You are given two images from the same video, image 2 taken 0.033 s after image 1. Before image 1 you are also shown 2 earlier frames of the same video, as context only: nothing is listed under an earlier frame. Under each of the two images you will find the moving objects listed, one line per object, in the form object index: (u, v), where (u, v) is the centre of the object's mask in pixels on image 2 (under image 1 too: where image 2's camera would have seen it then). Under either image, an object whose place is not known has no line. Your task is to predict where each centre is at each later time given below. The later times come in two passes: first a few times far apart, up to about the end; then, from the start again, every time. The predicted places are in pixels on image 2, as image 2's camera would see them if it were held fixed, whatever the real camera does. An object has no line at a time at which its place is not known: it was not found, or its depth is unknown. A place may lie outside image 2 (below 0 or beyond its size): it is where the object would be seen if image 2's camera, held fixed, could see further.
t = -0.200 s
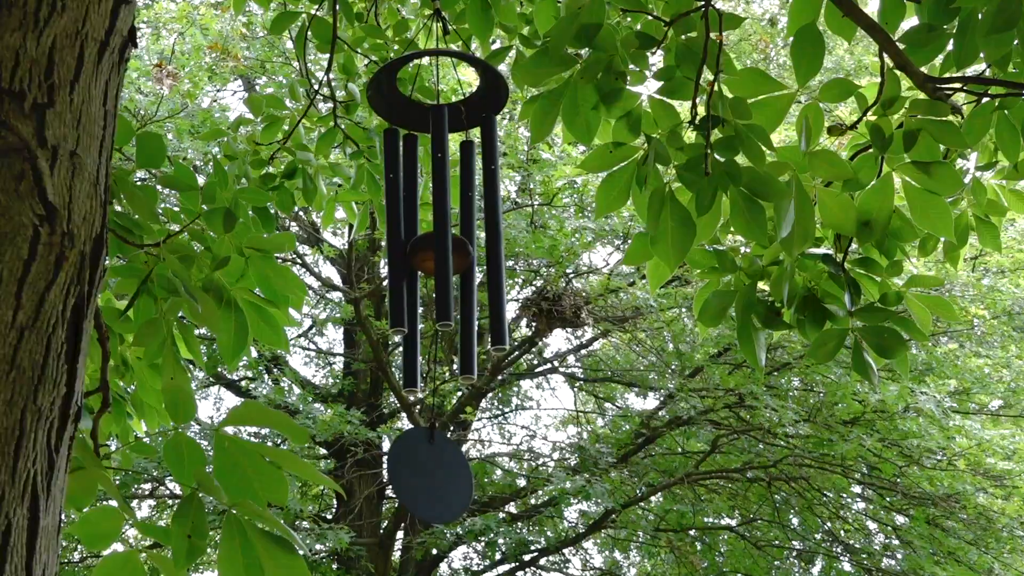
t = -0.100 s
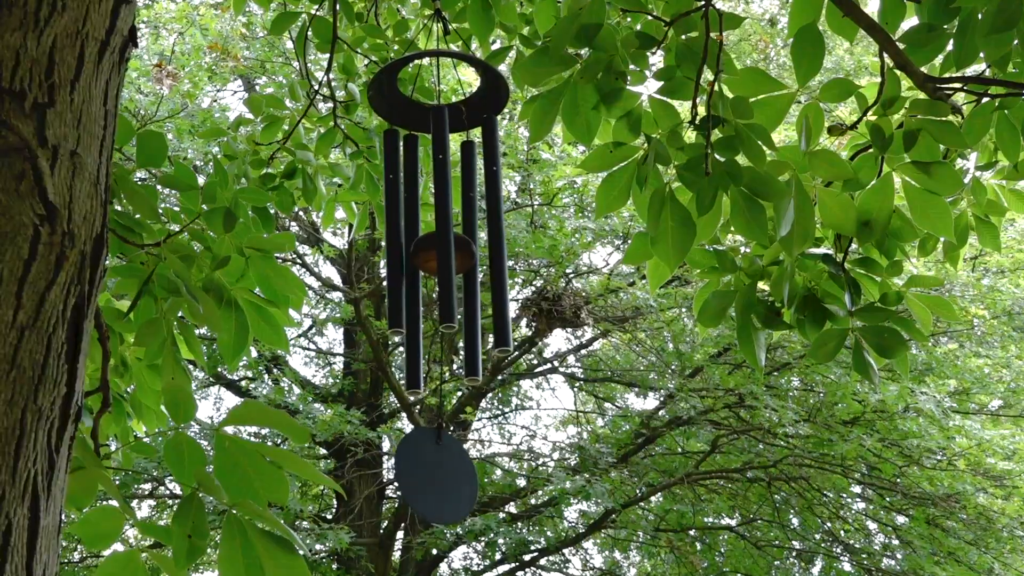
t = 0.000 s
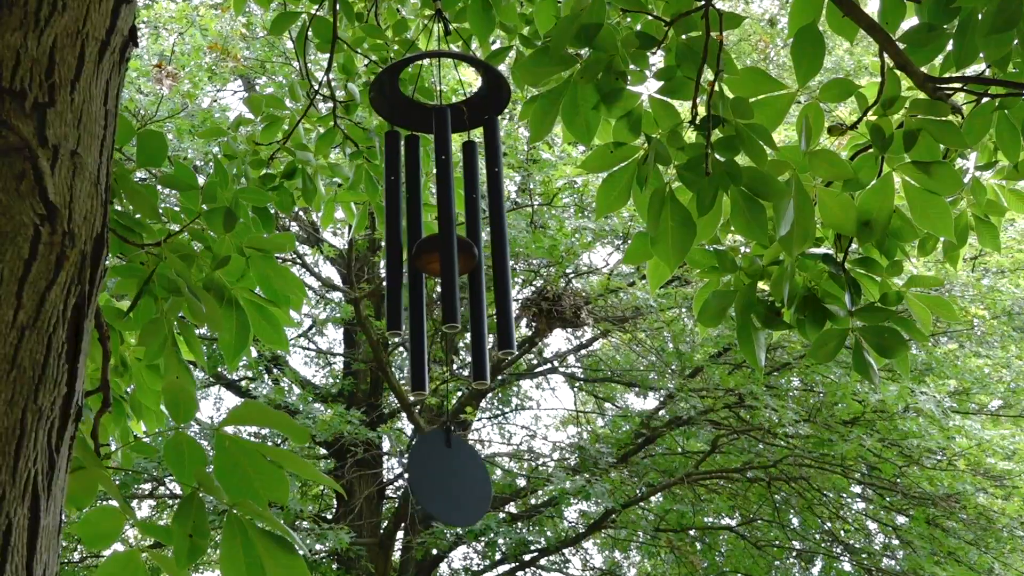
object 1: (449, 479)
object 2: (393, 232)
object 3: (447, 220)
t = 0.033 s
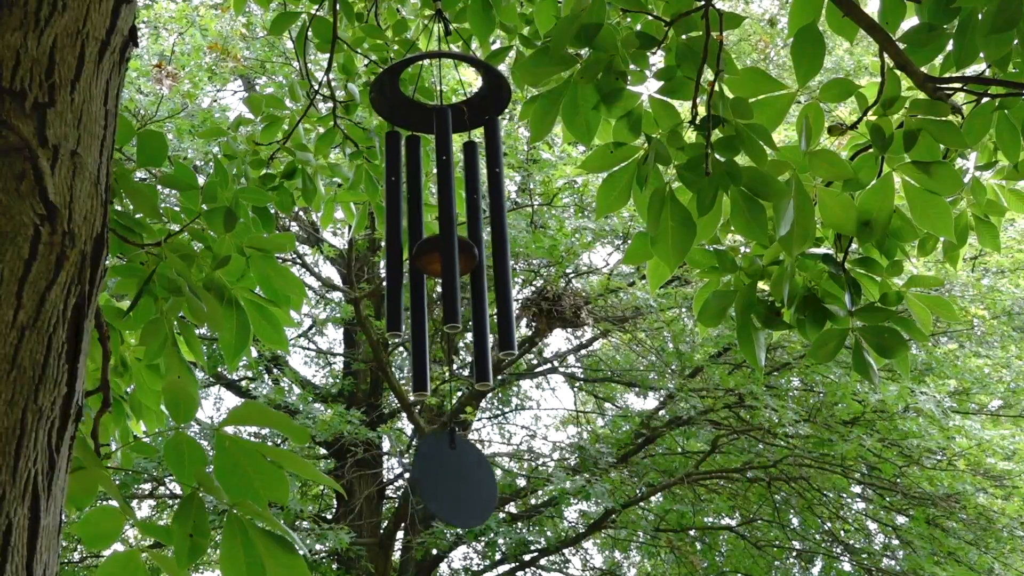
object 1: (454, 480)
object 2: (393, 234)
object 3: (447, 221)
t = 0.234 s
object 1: (483, 490)
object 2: (399, 238)
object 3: (452, 223)
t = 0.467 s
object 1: (492, 496)
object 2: (406, 239)
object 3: (454, 226)
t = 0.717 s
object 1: (471, 493)
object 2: (404, 235)
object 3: (451, 224)
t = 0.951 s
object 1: (439, 481)
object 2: (392, 230)
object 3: (447, 218)
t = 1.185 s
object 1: (438, 477)
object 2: (390, 230)
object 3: (444, 218)
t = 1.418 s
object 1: (457, 481)
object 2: (399, 234)
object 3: (446, 220)
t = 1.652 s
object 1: (487, 490)
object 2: (406, 236)
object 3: (453, 226)
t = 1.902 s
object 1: (497, 493)
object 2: (401, 234)
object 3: (455, 222)
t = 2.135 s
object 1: (468, 487)
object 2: (395, 231)
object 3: (448, 217)
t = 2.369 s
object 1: (441, 478)
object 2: (394, 227)
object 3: (441, 215)
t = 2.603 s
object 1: (439, 473)
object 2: (390, 227)
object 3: (444, 216)
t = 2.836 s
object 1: (467, 483)
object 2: (395, 232)
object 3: (451, 220)
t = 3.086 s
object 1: (484, 493)
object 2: (405, 236)
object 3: (453, 223)
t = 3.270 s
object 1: (483, 494)
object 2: (406, 237)
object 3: (451, 224)
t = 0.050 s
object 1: (457, 481)
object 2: (393, 234)
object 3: (448, 221)
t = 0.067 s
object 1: (460, 482)
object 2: (394, 234)
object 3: (448, 221)
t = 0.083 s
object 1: (462, 482)
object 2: (394, 234)
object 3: (448, 221)
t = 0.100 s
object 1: (464, 483)
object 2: (394, 235)
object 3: (449, 221)
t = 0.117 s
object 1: (468, 485)
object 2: (395, 235)
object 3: (450, 222)
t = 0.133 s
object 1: (470, 485)
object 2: (395, 235)
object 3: (450, 221)
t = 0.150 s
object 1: (472, 485)
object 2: (396, 236)
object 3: (450, 222)
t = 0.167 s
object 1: (475, 486)
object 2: (396, 236)
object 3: (451, 222)
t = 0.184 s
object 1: (476, 487)
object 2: (397, 237)
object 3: (451, 223)
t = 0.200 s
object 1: (478, 487)
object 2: (397, 237)
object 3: (452, 223)
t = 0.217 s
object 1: (479, 487)
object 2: (398, 237)
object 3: (452, 223)
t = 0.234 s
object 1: (483, 490)
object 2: (399, 238)
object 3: (452, 223)
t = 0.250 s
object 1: (485, 491)
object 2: (399, 238)
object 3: (453, 224)
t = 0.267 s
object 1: (486, 491)
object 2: (400, 239)
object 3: (453, 224)
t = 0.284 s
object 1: (487, 492)
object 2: (401, 238)
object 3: (453, 224)
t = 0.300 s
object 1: (488, 492)
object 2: (401, 239)
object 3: (453, 224)
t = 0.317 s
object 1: (489, 493)
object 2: (402, 239)
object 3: (454, 225)
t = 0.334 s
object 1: (490, 493)
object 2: (403, 240)
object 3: (454, 225)
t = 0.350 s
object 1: (491, 493)
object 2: (403, 239)
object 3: (454, 225)
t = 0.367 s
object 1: (492, 494)
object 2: (404, 239)
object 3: (454, 225)
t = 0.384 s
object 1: (492, 494)
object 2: (405, 239)
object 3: (454, 225)
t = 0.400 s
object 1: (492, 495)
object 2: (405, 239)
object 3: (454, 226)
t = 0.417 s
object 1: (493, 495)
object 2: (405, 239)
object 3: (454, 226)
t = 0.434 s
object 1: (493, 495)
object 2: (406, 239)
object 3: (454, 226)
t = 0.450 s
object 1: (492, 495)
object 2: (406, 239)
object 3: (454, 226)
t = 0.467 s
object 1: (492, 496)
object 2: (406, 239)
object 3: (454, 226)
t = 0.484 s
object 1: (492, 496)
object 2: (407, 239)
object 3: (454, 226)
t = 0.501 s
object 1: (492, 496)
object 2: (407, 239)
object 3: (454, 226)
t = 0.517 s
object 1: (491, 495)
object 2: (407, 239)
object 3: (454, 227)
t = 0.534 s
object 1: (491, 495)
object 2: (407, 239)
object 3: (454, 227)
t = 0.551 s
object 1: (490, 495)
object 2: (407, 239)
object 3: (453, 227)
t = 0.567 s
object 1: (488, 495)
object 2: (407, 238)
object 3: (453, 227)
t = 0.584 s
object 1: (487, 495)
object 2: (407, 238)
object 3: (453, 227)
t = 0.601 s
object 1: (486, 495)
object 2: (407, 238)
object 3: (453, 227)
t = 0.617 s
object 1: (485, 495)
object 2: (407, 237)
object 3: (453, 227)
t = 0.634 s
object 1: (482, 494)
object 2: (406, 237)
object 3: (453, 227)
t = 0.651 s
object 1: (481, 494)
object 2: (406, 237)
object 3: (452, 227)
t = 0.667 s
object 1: (478, 494)
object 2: (405, 236)
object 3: (452, 226)
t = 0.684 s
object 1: (477, 493)
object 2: (405, 236)
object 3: (452, 226)
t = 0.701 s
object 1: (474, 493)
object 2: (404, 236)
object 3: (452, 225)
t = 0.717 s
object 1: (471, 493)
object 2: (404, 235)
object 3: (451, 224)
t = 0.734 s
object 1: (469, 492)
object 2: (403, 235)
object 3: (451, 224)
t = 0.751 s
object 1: (467, 491)
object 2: (402, 231)
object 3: (451, 224)
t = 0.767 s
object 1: (464, 490)
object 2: (401, 233)
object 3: (450, 224)
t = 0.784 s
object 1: (460, 489)
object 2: (400, 232)
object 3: (450, 223)
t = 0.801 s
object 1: (459, 489)
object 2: (400, 231)
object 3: (450, 223)
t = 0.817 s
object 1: (457, 488)
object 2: (399, 231)
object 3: (449, 222)
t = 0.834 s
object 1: (453, 487)
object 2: (398, 231)
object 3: (449, 222)
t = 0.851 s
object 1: (451, 486)
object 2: (397, 231)
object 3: (449, 221)
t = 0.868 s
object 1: (448, 486)
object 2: (396, 230)
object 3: (448, 221)
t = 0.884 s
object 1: (446, 485)
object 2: (395, 230)
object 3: (448, 220)
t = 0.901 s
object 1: (444, 484)
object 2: (394, 232)
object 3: (448, 219)
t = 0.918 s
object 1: (443, 483)
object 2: (393, 232)
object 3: (447, 219)
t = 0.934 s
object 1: (441, 482)
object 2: (393, 231)
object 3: (447, 219)
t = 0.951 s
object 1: (439, 481)
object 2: (392, 230)
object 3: (447, 218)
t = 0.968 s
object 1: (438, 481)
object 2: (391, 230)
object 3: (446, 218)
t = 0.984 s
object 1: (437, 480)
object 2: (391, 231)
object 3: (446, 218)
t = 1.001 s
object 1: (436, 479)
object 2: (390, 231)
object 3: (446, 217)
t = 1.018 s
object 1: (436, 479)
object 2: (390, 231)
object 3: (445, 218)
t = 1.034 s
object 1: (435, 478)
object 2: (389, 230)
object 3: (445, 217)
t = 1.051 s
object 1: (435, 478)
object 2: (389, 230)
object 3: (445, 217)
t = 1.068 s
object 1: (435, 478)
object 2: (389, 230)
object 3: (445, 218)
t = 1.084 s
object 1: (435, 478)
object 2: (389, 230)
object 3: (444, 218)
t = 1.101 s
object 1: (435, 477)
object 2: (389, 230)
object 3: (444, 218)
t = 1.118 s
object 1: (435, 477)
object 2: (389, 230)
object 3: (444, 218)
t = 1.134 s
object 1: (436, 477)
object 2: (389, 230)
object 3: (444, 218)
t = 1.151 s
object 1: (436, 477)
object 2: (389, 230)
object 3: (444, 218)
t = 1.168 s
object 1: (437, 477)
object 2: (389, 230)
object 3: (444, 218)
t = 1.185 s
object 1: (438, 477)
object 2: (390, 230)
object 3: (444, 218)
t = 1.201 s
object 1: (438, 477)
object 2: (390, 230)
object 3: (444, 218)
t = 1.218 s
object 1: (439, 477)
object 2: (391, 230)
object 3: (444, 218)
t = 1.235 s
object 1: (440, 477)
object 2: (391, 231)
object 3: (444, 218)
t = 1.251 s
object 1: (442, 478)
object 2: (392, 231)
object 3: (444, 219)
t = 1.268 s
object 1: (443, 478)
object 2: (393, 231)
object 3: (444, 218)
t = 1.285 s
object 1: (444, 478)
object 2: (393, 231)
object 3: (444, 218)
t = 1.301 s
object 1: (445, 478)
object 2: (394, 232)
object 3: (444, 218)
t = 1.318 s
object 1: (447, 479)
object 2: (395, 233)
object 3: (444, 219)
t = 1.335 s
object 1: (448, 479)
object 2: (396, 233)
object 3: (444, 220)
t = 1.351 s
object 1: (450, 480)
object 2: (396, 232)
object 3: (445, 220)
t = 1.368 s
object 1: (452, 480)
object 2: (397, 233)
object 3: (445, 220)
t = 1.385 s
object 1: (453, 480)
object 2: (398, 233)
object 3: (445, 220)
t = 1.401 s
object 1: (455, 480)
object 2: (399, 234)
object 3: (446, 220)
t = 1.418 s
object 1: (457, 481)
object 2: (399, 234)
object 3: (446, 220)
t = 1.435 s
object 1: (459, 481)
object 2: (400, 234)
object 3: (447, 221)
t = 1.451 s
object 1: (461, 482)
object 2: (401, 235)
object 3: (447, 221)
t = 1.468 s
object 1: (463, 483)
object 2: (402, 236)
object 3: (448, 222)
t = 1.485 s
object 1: (465, 483)
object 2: (402, 232)
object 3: (448, 222)
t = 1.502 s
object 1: (467, 483)
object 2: (402, 232)
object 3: (449, 223)
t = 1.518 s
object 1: (469, 484)
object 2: (404, 235)
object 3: (449, 224)
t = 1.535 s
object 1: (471, 485)
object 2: (404, 235)
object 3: (450, 224)
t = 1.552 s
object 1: (474, 485)
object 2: (405, 236)
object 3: (450, 225)
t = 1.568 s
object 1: (476, 486)
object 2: (405, 235)
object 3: (451, 225)
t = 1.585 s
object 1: (478, 487)
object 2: (405, 236)
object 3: (451, 226)
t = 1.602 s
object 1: (481, 488)
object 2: (405, 236)
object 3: (452, 226)
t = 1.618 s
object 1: (483, 488)
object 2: (406, 236)
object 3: (452, 226)
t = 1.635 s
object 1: (485, 489)
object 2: (406, 236)
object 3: (453, 226)
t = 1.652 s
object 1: (487, 490)
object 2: (406, 236)
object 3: (453, 226)
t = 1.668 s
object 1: (489, 490)
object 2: (406, 236)
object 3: (454, 226)
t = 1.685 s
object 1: (491, 491)
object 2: (406, 236)
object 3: (454, 226)
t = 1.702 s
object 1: (492, 491)
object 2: (406, 236)
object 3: (455, 225)
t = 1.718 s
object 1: (494, 492)
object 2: (406, 236)
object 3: (455, 226)
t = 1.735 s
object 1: (496, 492)
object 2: (406, 236)
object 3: (455, 225)
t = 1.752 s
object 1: (497, 493)
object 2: (405, 236)
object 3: (456, 225)
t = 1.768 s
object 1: (497, 493)
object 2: (405, 236)
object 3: (456, 225)
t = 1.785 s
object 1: (498, 493)
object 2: (405, 235)
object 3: (456, 225)
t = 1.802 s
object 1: (498, 493)
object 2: (404, 235)
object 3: (456, 225)
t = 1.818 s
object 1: (498, 493)
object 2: (403, 235)
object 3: (456, 224)
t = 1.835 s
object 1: (498, 494)
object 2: (403, 235)
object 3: (456, 224)
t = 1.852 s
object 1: (498, 494)
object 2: (403, 236)
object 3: (456, 223)
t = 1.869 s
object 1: (498, 494)
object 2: (402, 235)
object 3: (456, 223)
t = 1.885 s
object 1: (497, 493)
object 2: (401, 235)
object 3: (456, 223)
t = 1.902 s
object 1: (497, 493)
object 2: (401, 234)
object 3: (455, 222)
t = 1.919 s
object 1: (496, 493)
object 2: (400, 234)
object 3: (455, 222)
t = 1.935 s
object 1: (494, 494)
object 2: (400, 234)
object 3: (455, 222)
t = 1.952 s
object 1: (493, 493)
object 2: (399, 233)
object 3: (455, 222)
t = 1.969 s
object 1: (491, 493)
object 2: (399, 234)
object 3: (454, 222)
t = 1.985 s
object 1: (489, 494)
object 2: (398, 233)
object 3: (454, 222)
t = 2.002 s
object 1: (487, 493)
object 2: (398, 233)
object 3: (453, 221)
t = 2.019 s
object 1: (485, 493)
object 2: (397, 233)
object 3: (453, 220)
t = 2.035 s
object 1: (483, 492)
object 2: (397, 232)
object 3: (452, 219)
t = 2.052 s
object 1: (481, 492)
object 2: (396, 232)
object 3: (452, 220)
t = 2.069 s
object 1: (478, 491)
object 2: (396, 233)
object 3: (451, 219)
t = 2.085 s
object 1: (476, 490)
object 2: (396, 232)
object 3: (450, 219)
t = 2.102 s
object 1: (473, 488)
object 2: (395, 232)
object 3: (450, 218)
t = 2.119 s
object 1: (471, 488)
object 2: (395, 231)
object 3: (449, 217)
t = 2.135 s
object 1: (468, 487)
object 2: (395, 231)
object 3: (448, 217)
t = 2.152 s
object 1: (466, 487)
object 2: (395, 230)
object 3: (448, 217)
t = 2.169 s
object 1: (464, 486)
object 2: (394, 230)
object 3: (447, 216)
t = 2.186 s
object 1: (462, 485)
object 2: (394, 230)
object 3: (446, 215)
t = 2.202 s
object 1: (459, 484)
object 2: (394, 230)
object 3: (446, 215)
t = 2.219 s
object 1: (457, 484)
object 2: (394, 230)
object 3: (445, 215)
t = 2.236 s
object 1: (455, 483)
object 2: (394, 230)
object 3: (444, 215)
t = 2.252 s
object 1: (453, 483)
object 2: (394, 230)
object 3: (444, 215)
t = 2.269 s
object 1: (450, 482)
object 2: (394, 230)
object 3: (443, 216)
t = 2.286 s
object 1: (449, 481)
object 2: (394, 229)
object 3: (443, 215)
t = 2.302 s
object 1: (447, 481)
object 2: (394, 229)
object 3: (442, 215)
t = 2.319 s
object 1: (446, 480)
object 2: (394, 229)
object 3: (442, 215)
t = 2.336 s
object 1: (444, 479)
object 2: (394, 229)
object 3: (442, 215)
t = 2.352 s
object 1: (443, 479)
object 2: (394, 228)
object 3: (441, 214)
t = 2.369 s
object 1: (441, 478)
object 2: (394, 227)
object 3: (441, 215)
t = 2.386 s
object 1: (440, 477)
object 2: (395, 228)
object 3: (441, 215)
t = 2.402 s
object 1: (439, 477)
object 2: (394, 225)
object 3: (441, 215)
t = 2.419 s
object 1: (438, 476)
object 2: (393, 225)
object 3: (441, 215)
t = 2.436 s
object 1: (437, 475)
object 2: (393, 225)
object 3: (441, 215)
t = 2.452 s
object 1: (437, 475)
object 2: (393, 226)
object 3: (441, 216)
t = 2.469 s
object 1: (436, 474)
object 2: (392, 226)
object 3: (441, 216)
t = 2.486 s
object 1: (436, 474)
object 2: (392, 227)
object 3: (441, 216)
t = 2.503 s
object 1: (436, 474)
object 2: (391, 226)
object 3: (442, 216)
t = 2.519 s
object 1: (436, 474)
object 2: (391, 226)
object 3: (442, 217)
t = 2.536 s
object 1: (436, 473)
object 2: (391, 226)
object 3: (442, 216)
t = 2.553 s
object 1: (437, 473)
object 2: (391, 226)
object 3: (443, 217)
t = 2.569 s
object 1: (438, 473)
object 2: (391, 227)
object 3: (443, 217)
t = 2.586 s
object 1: (438, 473)
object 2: (390, 226)
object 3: (443, 217)
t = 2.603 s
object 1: (439, 473)
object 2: (390, 227)
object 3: (444, 216)
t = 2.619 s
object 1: (441, 474)
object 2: (390, 227)
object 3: (445, 216)
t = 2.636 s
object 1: (442, 474)
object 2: (390, 227)
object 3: (445, 217)
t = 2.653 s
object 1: (444, 475)
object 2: (390, 228)
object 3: (446, 217)
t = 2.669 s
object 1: (446, 475)
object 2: (391, 228)
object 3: (446, 216)
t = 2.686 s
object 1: (447, 476)
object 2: (391, 228)
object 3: (447, 216)
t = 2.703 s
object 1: (450, 478)
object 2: (391, 229)
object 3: (447, 217)
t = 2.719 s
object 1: (452, 478)
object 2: (391, 229)
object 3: (448, 217)
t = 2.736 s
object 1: (454, 480)
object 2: (392, 229)
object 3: (448, 217)
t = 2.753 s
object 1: (456, 480)
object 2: (392, 230)
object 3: (449, 217)
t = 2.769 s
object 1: (459, 480)
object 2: (392, 230)
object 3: (449, 217)
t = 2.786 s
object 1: (461, 481)
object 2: (393, 231)
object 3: (450, 218)
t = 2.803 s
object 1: (463, 482)
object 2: (394, 230)
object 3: (450, 219)
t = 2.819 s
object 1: (465, 483)
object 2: (395, 231)
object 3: (451, 219)
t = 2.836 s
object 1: (467, 483)
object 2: (395, 232)
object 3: (451, 220)
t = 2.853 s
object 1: (469, 484)
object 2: (396, 232)
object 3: (451, 220)
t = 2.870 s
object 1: (471, 486)
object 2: (397, 233)
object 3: (452, 221)
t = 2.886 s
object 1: (473, 487)
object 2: (398, 234)
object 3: (452, 221)
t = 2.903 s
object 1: (475, 488)
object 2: (398, 235)
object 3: (452, 221)
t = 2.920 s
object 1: (476, 488)
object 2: (399, 235)
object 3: (452, 222)
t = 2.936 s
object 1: (477, 488)
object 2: (400, 234)
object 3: (452, 222)
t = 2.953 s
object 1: (478, 489)
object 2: (401, 235)
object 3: (452, 222)
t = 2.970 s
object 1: (479, 489)
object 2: (402, 236)
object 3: (453, 222)
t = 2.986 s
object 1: (480, 490)
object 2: (402, 236)
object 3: (453, 222)
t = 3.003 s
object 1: (482, 492)
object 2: (403, 235)
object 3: (453, 222)
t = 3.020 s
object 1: (483, 492)
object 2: (403, 235)
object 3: (453, 223)
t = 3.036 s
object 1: (483, 493)
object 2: (404, 235)
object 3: (453, 223)
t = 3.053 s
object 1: (484, 493)
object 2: (405, 236)
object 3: (453, 223)
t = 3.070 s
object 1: (484, 493)
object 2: (405, 236)
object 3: (453, 223)
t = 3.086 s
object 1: (484, 493)
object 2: (405, 236)
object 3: (453, 223)
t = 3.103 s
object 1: (485, 494)
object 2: (406, 236)
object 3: (453, 223)
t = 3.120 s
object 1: (485, 494)
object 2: (406, 236)
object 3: (452, 223)
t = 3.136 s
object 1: (485, 494)
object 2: (406, 236)
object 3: (452, 223)
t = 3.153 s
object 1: (485, 494)
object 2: (407, 236)
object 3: (452, 223)
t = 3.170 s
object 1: (485, 494)
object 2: (407, 237)
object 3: (452, 223)
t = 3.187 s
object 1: (485, 494)
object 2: (407, 237)
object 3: (452, 224)
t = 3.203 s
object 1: (485, 494)
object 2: (407, 237)
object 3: (451, 224)
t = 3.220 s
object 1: (484, 495)
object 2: (407, 237)
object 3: (451, 224)
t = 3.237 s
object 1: (484, 494)
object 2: (406, 237)
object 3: (451, 224)
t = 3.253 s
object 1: (484, 494)
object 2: (406, 237)
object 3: (451, 224)
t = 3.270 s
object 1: (483, 494)
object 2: (406, 237)
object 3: (451, 224)
